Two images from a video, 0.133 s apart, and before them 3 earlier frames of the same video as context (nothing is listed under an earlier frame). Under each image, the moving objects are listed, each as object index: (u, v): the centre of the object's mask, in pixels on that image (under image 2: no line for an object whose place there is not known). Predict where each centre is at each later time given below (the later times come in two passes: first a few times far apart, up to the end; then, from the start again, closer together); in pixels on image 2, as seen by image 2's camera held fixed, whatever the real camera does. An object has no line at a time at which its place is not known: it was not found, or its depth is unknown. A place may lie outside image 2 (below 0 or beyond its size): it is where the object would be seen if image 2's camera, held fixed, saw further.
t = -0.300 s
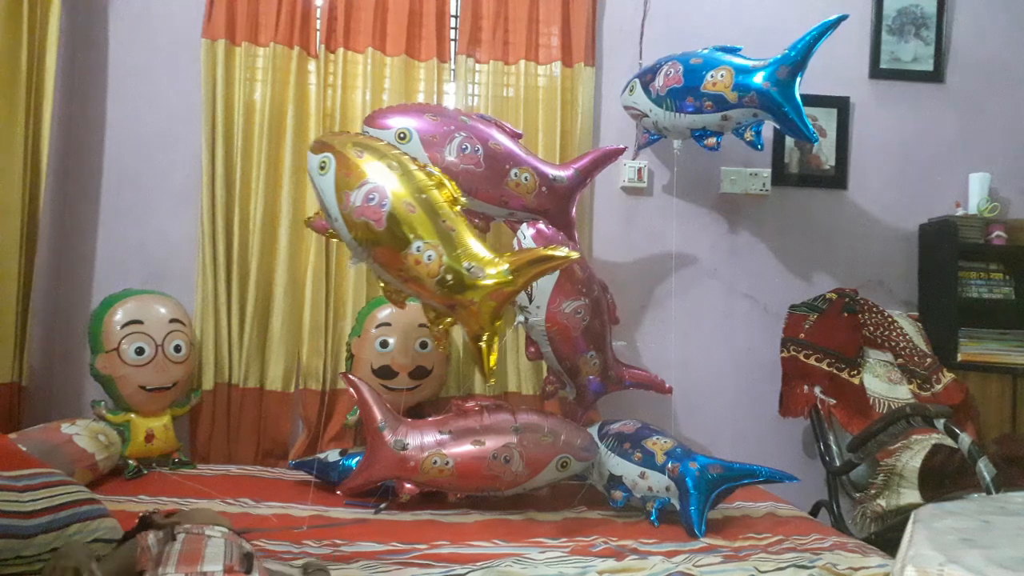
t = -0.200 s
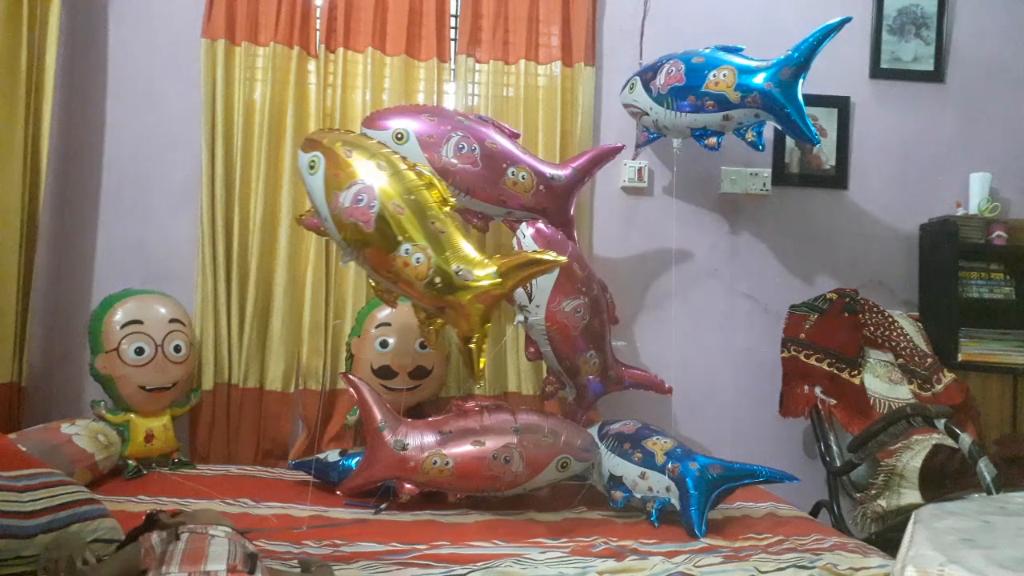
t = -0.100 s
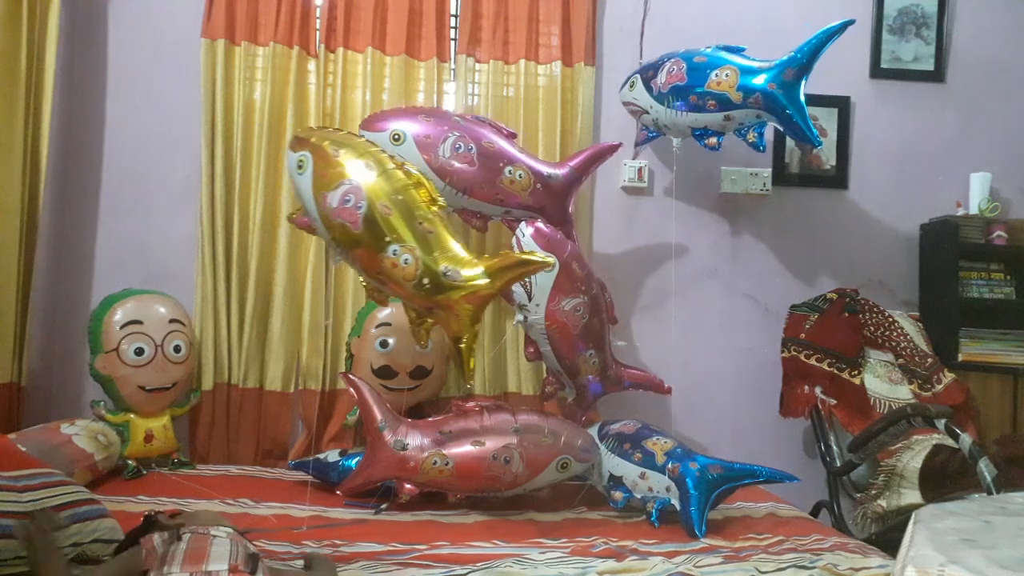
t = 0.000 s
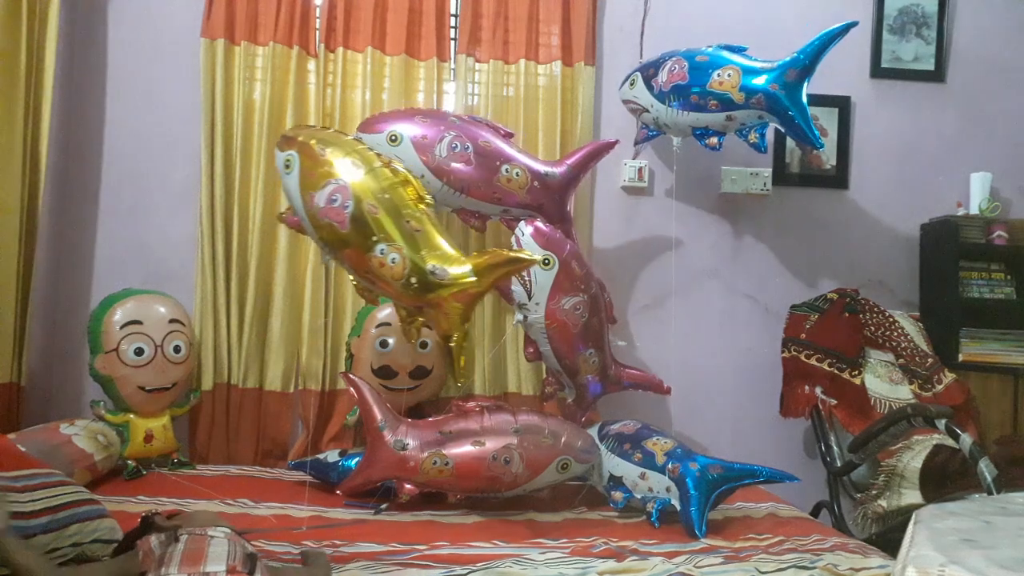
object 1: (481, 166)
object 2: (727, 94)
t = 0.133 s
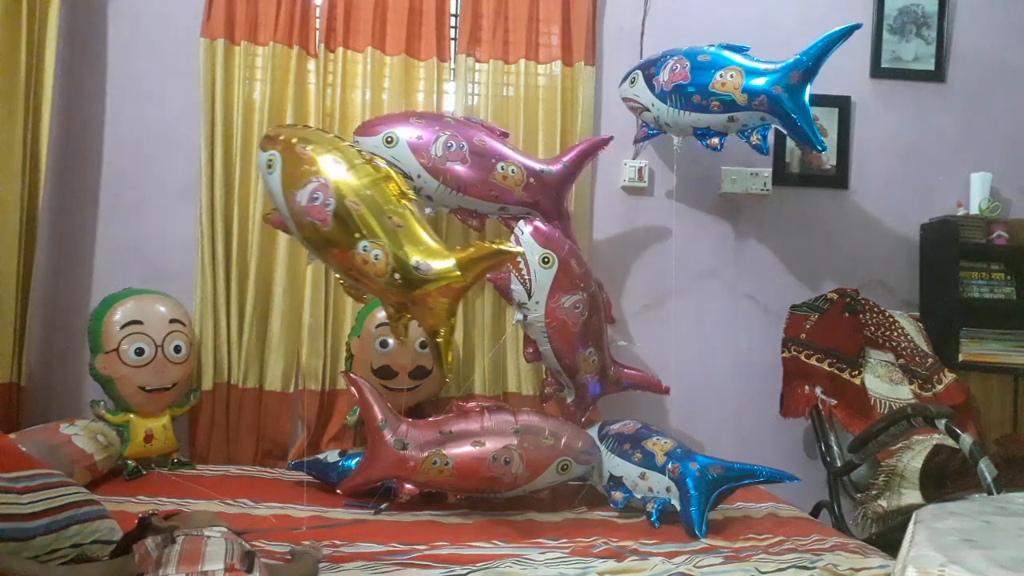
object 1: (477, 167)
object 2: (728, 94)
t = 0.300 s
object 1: (470, 168)
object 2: (731, 94)
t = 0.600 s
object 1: (462, 166)
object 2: (736, 93)
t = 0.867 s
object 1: (462, 165)
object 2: (742, 92)
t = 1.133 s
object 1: (469, 165)
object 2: (748, 91)
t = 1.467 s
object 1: (456, 164)
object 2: (752, 88)
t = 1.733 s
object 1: (457, 165)
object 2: (752, 87)
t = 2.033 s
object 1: (465, 166)
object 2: (748, 87)
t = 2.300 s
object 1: (448, 157)
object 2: (740, 88)
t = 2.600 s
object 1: (442, 149)
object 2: (730, 90)
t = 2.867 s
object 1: (444, 151)
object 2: (721, 93)
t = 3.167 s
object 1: (445, 148)
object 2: (712, 96)
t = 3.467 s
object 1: (443, 146)
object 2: (706, 99)
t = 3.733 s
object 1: (441, 143)
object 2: (706, 100)
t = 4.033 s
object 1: (439, 140)
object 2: (712, 101)
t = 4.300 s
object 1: (439, 140)
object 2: (724, 100)
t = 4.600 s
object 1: (450, 143)
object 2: (739, 100)
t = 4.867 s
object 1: (459, 146)
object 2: (755, 101)
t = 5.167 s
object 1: (459, 152)
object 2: (770, 104)
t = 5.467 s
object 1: (467, 163)
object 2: (780, 108)
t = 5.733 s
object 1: (473, 168)
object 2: (784, 110)
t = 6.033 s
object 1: (486, 171)
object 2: (785, 111)
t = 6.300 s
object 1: (494, 174)
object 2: (781, 108)
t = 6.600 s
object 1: (500, 176)
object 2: (774, 105)
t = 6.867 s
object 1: (505, 176)
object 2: (766, 103)
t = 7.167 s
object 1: (506, 174)
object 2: (757, 101)
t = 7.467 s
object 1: (498, 168)
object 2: (743, 99)
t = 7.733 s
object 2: (730, 100)
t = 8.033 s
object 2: (714, 102)
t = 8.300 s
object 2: (702, 102)
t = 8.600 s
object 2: (693, 102)
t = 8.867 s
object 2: (691, 101)
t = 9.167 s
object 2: (694, 100)
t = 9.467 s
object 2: (702, 99)
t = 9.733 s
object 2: (710, 99)
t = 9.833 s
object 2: (713, 98)
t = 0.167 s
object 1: (475, 168)
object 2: (729, 94)
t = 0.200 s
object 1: (474, 168)
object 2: (729, 94)
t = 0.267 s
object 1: (471, 168)
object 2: (730, 94)
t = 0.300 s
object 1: (470, 168)
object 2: (731, 94)
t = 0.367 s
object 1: (467, 167)
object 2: (732, 94)
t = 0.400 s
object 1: (466, 167)
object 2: (732, 94)
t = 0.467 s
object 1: (464, 166)
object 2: (733, 93)
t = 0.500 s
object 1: (463, 165)
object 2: (734, 93)
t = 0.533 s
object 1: (462, 166)
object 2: (735, 93)
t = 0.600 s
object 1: (462, 166)
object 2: (736, 93)
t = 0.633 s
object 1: (462, 165)
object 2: (737, 93)
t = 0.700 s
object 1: (461, 165)
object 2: (738, 93)
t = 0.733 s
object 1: (461, 165)
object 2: (739, 93)
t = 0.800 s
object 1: (462, 165)
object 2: (741, 93)
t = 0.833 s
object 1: (462, 165)
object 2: (741, 92)
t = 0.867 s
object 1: (462, 165)
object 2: (742, 92)
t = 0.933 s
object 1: (463, 165)
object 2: (744, 92)
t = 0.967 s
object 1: (463, 165)
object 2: (745, 92)
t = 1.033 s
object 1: (462, 164)
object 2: (746, 91)
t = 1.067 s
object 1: (462, 164)
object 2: (746, 91)
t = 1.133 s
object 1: (469, 165)
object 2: (748, 91)
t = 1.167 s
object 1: (466, 165)
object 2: (749, 90)
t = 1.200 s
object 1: (465, 165)
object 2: (749, 90)
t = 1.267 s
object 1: (462, 164)
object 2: (750, 90)
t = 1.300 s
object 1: (460, 163)
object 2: (750, 89)
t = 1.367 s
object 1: (458, 163)
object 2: (751, 89)
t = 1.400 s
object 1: (457, 164)
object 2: (751, 89)
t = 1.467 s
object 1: (456, 164)
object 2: (752, 88)
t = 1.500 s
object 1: (456, 164)
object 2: (752, 88)
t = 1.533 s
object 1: (455, 165)
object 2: (752, 88)
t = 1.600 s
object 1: (455, 166)
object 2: (752, 87)
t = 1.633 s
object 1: (455, 166)
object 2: (752, 88)
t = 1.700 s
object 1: (456, 166)
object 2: (752, 87)
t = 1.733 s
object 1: (457, 165)
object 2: (752, 87)
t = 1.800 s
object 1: (458, 165)
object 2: (751, 87)
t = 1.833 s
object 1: (458, 165)
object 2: (750, 87)
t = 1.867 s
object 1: (459, 166)
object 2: (750, 87)
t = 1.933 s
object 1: (461, 166)
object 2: (749, 87)
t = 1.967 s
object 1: (462, 166)
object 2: (749, 87)
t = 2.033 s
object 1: (465, 166)
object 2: (748, 87)
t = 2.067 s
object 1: (466, 167)
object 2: (747, 87)
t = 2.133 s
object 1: (451, 160)
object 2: (745, 87)
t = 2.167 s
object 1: (450, 160)
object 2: (744, 88)
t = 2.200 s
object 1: (451, 159)
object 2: (743, 88)
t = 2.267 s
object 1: (449, 158)
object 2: (741, 88)
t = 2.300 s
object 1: (448, 157)
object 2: (740, 88)
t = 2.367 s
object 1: (446, 154)
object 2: (738, 88)
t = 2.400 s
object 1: (446, 153)
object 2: (737, 89)
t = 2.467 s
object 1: (437, 150)
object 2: (735, 89)
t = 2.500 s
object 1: (443, 151)
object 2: (734, 89)
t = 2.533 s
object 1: (443, 151)
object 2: (733, 89)
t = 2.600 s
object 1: (442, 149)
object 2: (730, 90)
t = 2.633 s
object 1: (442, 149)
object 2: (729, 91)
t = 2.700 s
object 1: (440, 147)
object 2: (727, 91)
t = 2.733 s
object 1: (440, 147)
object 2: (726, 91)
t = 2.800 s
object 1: (442, 149)
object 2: (724, 92)
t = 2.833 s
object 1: (442, 149)
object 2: (722, 92)
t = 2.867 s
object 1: (444, 151)
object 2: (721, 93)
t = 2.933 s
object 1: (444, 150)
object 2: (719, 93)
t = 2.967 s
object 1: (444, 150)
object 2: (718, 94)
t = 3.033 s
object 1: (444, 149)
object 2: (716, 95)
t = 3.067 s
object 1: (444, 149)
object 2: (715, 95)
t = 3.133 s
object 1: (444, 149)
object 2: (713, 96)
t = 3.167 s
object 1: (445, 148)
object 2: (712, 96)
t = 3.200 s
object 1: (445, 148)
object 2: (711, 96)
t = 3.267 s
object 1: (444, 148)
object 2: (710, 97)
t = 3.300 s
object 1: (444, 147)
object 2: (709, 97)
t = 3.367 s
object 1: (443, 147)
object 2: (707, 98)
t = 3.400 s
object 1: (443, 146)
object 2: (707, 98)
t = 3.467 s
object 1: (443, 146)
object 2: (706, 99)
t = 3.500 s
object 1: (442, 145)
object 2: (706, 99)
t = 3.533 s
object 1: (442, 145)
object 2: (706, 99)
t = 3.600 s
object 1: (441, 144)
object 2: (705, 100)
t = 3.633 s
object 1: (441, 144)
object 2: (705, 100)
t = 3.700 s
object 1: (441, 143)
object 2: (706, 100)
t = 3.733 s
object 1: (441, 143)
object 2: (706, 100)
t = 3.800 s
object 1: (441, 142)
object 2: (706, 101)
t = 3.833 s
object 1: (440, 142)
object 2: (707, 101)
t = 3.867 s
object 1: (440, 141)
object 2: (708, 101)
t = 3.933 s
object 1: (440, 141)
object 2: (709, 101)
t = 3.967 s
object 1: (440, 141)
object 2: (710, 101)
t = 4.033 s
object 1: (439, 140)
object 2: (712, 101)
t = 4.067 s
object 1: (439, 140)
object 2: (714, 101)
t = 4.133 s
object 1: (438, 140)
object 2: (716, 101)
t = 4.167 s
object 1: (438, 140)
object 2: (718, 101)
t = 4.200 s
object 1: (438, 140)
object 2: (719, 100)
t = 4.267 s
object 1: (439, 140)
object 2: (722, 100)
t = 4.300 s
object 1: (439, 140)
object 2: (724, 100)
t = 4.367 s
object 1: (441, 140)
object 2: (727, 100)
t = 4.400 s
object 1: (442, 140)
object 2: (729, 100)
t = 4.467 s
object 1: (444, 140)
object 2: (732, 100)
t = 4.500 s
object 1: (446, 141)
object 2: (733, 100)
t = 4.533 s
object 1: (447, 141)
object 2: (735, 100)
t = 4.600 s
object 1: (450, 143)
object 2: (739, 100)
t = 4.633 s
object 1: (452, 143)
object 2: (741, 100)
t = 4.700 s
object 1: (454, 144)
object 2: (745, 100)
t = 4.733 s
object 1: (455, 145)
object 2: (747, 101)
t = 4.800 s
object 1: (458, 145)
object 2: (751, 101)
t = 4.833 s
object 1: (459, 145)
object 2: (753, 101)
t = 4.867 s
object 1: (459, 146)
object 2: (755, 101)
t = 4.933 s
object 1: (460, 146)
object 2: (758, 102)
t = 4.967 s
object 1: (460, 146)
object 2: (760, 102)
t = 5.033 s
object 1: (460, 149)
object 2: (763, 102)
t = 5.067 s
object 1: (460, 150)
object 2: (765, 103)
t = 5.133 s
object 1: (459, 151)
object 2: (768, 104)
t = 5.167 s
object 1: (459, 152)
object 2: (770, 104)
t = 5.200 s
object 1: (466, 158)
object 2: (771, 105)
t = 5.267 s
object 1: (467, 160)
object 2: (773, 106)
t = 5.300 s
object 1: (468, 161)
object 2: (775, 106)
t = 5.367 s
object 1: (468, 162)
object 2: (776, 107)
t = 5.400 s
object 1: (468, 162)
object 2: (778, 107)
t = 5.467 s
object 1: (467, 163)
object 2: (780, 108)
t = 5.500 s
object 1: (467, 163)
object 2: (780, 108)
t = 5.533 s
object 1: (467, 164)
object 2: (781, 109)
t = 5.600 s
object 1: (470, 164)
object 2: (782, 109)
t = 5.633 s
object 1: (469, 165)
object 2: (782, 110)
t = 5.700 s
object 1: (472, 166)
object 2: (783, 110)
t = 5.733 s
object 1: (473, 168)
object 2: (784, 110)
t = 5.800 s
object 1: (476, 168)
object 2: (784, 111)
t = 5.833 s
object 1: (478, 169)
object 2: (785, 111)
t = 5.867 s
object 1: (479, 169)
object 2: (784, 110)
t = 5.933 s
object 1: (481, 170)
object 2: (785, 110)
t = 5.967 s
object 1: (483, 171)
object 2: (785, 111)
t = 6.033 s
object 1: (486, 171)
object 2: (785, 111)
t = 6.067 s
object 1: (487, 172)
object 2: (784, 110)
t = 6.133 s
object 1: (489, 172)
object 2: (783, 110)
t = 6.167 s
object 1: (490, 173)
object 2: (783, 109)
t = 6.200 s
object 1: (491, 173)
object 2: (783, 110)
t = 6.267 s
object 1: (493, 174)
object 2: (781, 109)
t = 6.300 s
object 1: (494, 174)
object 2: (781, 108)
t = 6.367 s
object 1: (495, 175)
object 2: (780, 108)
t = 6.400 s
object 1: (496, 175)
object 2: (779, 108)
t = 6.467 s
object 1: (497, 175)
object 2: (778, 108)
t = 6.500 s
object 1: (498, 175)
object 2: (777, 107)
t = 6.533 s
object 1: (499, 176)
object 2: (776, 107)
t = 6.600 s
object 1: (500, 176)
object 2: (774, 105)
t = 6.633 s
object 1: (501, 176)
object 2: (774, 106)
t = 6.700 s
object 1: (502, 176)
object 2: (771, 104)
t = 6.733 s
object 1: (502, 176)
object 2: (771, 105)
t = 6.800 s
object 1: (504, 176)
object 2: (768, 103)
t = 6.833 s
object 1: (504, 176)
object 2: (767, 103)
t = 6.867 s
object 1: (505, 176)
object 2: (766, 103)
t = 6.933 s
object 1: (505, 176)
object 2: (764, 102)
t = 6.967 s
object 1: (505, 175)
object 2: (764, 102)
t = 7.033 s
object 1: (506, 175)
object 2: (761, 102)
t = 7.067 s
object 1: (506, 175)
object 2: (760, 102)
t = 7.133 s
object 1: (506, 174)
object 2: (758, 101)
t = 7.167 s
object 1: (506, 174)
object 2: (757, 101)
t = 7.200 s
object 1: (506, 173)
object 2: (756, 101)
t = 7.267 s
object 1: (505, 172)
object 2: (753, 101)
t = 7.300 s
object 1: (503, 172)
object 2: (752, 101)
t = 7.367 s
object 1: (500, 170)
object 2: (749, 101)
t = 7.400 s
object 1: (499, 170)
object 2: (746, 99)
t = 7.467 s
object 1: (498, 168)
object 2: (743, 99)
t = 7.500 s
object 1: (497, 168)
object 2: (742, 99)
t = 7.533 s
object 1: (496, 167)
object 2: (741, 100)
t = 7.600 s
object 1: (494, 167)
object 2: (737, 100)
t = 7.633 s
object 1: (493, 166)
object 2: (735, 100)
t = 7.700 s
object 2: (732, 100)
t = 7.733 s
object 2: (730, 100)
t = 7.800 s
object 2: (726, 100)
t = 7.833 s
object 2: (724, 101)
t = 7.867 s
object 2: (723, 101)
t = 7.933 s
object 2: (719, 101)
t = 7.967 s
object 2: (718, 102)
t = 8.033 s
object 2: (714, 102)
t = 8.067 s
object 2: (713, 102)
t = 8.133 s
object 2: (709, 102)
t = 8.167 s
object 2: (708, 102)
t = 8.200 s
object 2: (706, 102)
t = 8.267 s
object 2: (703, 102)
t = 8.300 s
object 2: (702, 102)
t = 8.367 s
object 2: (699, 102)
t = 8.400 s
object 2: (698, 102)
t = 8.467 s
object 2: (696, 102)
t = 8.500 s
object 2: (695, 102)
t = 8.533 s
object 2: (694, 102)
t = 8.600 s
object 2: (693, 102)
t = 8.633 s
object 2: (692, 102)
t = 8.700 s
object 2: (692, 102)
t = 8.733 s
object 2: (691, 102)
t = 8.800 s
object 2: (691, 102)
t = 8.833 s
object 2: (692, 102)
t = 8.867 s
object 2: (691, 101)
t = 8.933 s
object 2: (691, 101)
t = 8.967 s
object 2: (692, 101)
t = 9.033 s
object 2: (692, 101)
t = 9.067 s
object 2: (693, 100)
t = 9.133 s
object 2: (694, 100)
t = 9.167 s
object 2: (694, 100)
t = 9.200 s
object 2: (695, 100)
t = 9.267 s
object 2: (696, 99)
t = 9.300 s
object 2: (697, 99)
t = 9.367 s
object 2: (700, 99)
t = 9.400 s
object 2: (700, 99)
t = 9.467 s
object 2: (702, 99)
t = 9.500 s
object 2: (703, 99)
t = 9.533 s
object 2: (704, 99)
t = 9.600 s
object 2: (706, 99)
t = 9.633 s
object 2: (707, 99)
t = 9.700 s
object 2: (709, 99)
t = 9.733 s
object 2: (710, 99)
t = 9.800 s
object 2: (712, 98)
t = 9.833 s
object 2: (713, 98)
